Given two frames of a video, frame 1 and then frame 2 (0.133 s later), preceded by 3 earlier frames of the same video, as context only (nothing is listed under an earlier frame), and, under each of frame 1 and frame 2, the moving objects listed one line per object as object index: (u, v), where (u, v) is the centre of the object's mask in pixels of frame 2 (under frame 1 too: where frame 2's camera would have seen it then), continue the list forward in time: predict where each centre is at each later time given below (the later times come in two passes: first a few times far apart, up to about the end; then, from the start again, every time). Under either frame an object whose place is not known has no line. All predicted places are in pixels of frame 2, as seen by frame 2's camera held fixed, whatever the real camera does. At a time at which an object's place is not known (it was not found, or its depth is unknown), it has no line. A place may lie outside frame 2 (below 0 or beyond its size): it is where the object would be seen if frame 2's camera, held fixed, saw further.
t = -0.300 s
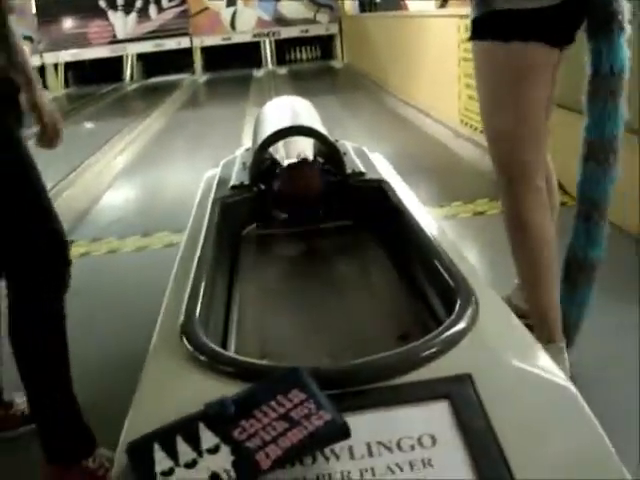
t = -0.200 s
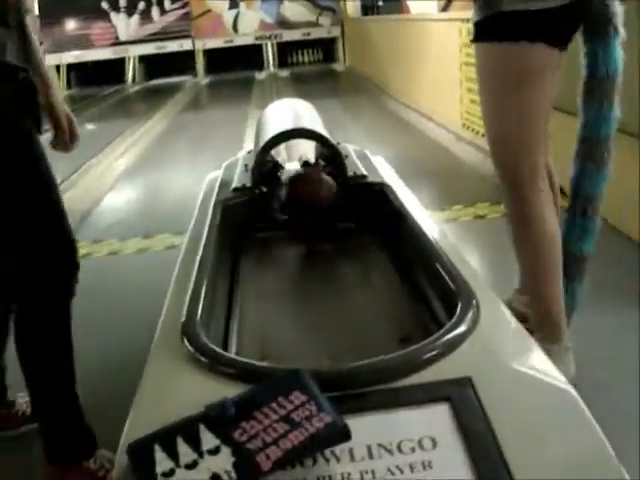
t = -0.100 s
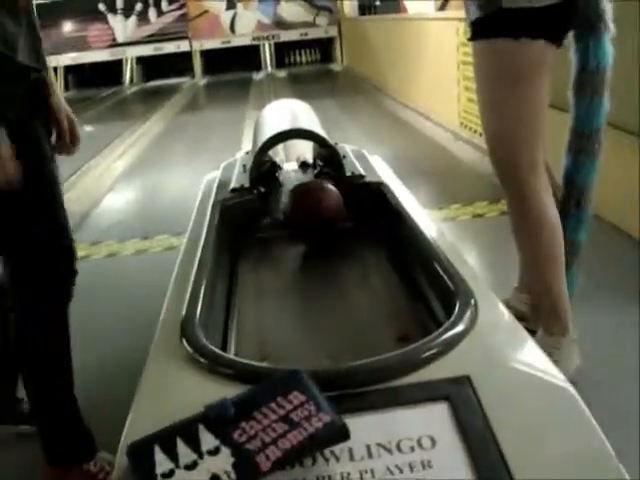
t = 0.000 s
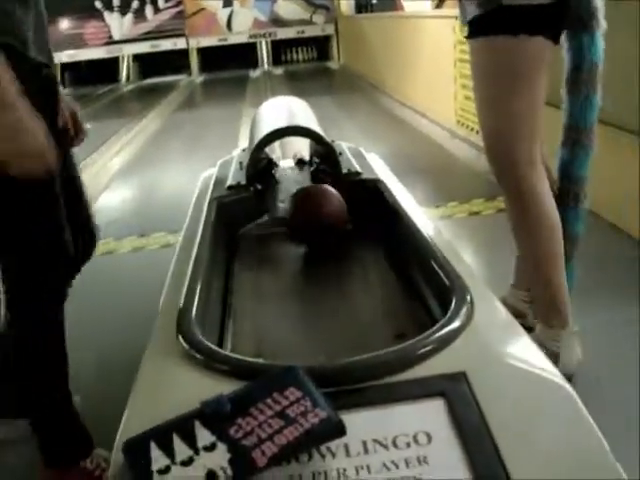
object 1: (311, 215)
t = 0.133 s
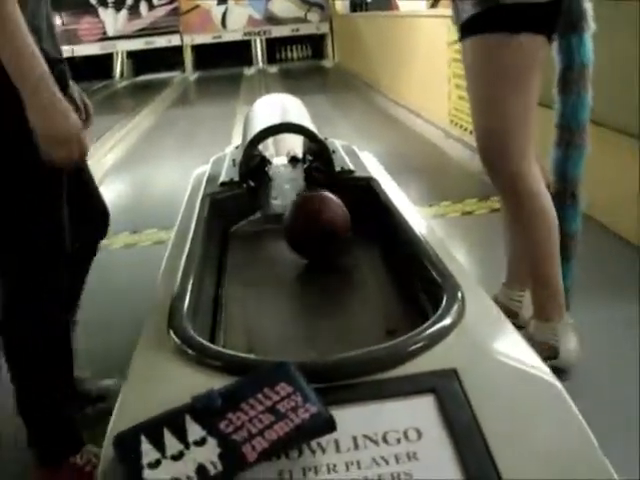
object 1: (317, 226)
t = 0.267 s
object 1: (326, 240)
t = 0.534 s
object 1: (337, 274)
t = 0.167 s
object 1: (319, 229)
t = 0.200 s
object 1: (321, 232)
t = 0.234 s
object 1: (324, 236)
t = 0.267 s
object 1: (326, 240)
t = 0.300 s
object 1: (328, 243)
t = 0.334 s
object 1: (330, 246)
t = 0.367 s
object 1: (332, 251)
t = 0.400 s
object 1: (334, 255)
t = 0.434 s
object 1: (335, 259)
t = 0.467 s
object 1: (337, 263)
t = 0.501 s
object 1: (337, 269)
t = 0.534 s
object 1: (337, 274)
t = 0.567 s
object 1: (336, 278)
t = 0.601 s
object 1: (335, 283)
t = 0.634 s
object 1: (334, 291)
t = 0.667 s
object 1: (333, 296)
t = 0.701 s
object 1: (330, 303)
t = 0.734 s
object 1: (328, 308)
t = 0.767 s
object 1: (325, 313)
